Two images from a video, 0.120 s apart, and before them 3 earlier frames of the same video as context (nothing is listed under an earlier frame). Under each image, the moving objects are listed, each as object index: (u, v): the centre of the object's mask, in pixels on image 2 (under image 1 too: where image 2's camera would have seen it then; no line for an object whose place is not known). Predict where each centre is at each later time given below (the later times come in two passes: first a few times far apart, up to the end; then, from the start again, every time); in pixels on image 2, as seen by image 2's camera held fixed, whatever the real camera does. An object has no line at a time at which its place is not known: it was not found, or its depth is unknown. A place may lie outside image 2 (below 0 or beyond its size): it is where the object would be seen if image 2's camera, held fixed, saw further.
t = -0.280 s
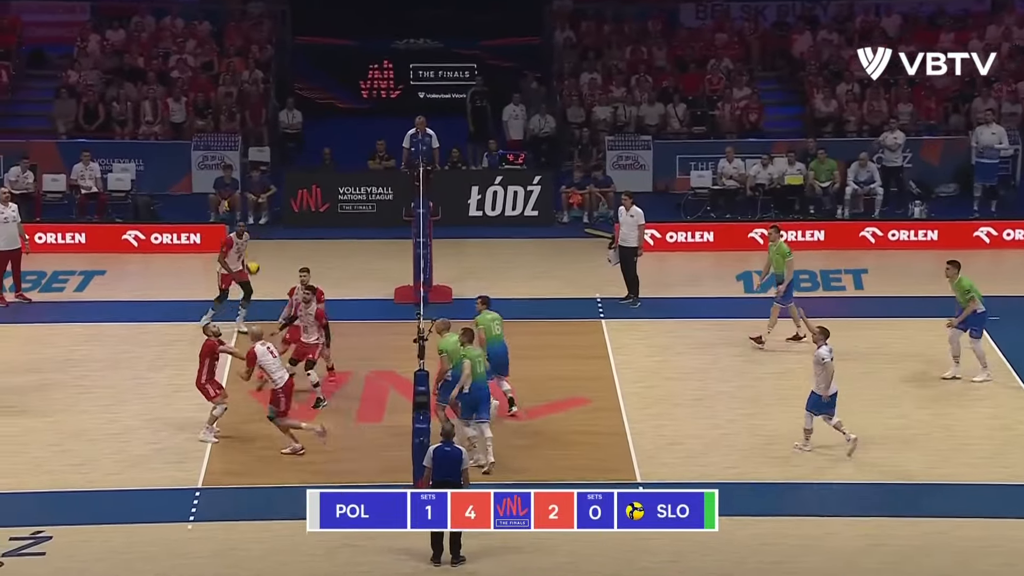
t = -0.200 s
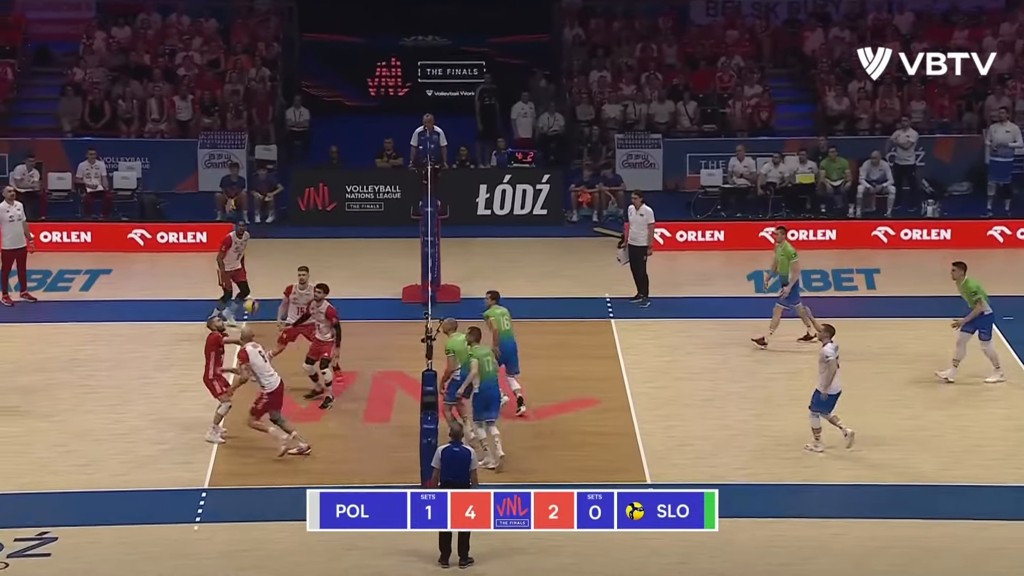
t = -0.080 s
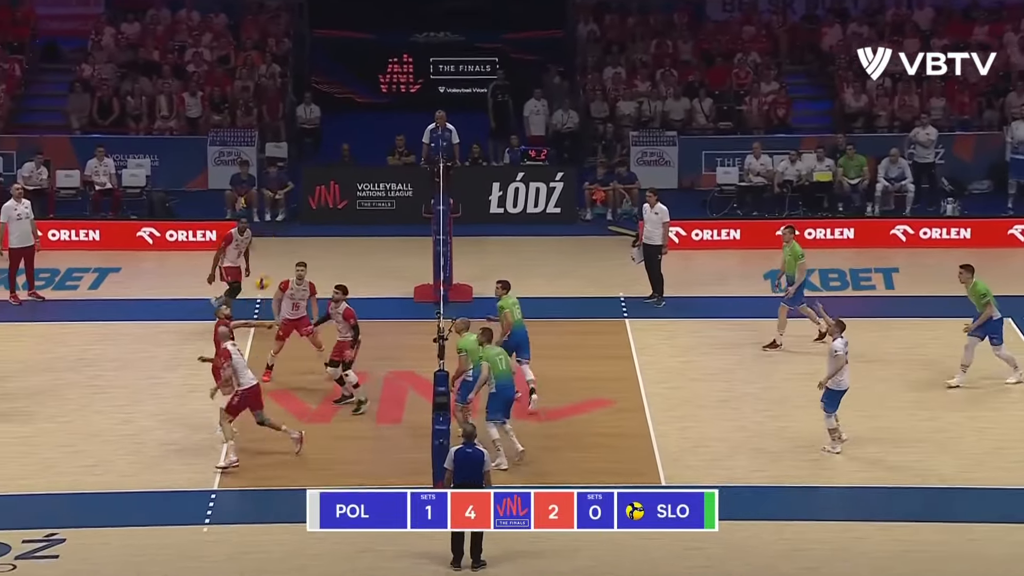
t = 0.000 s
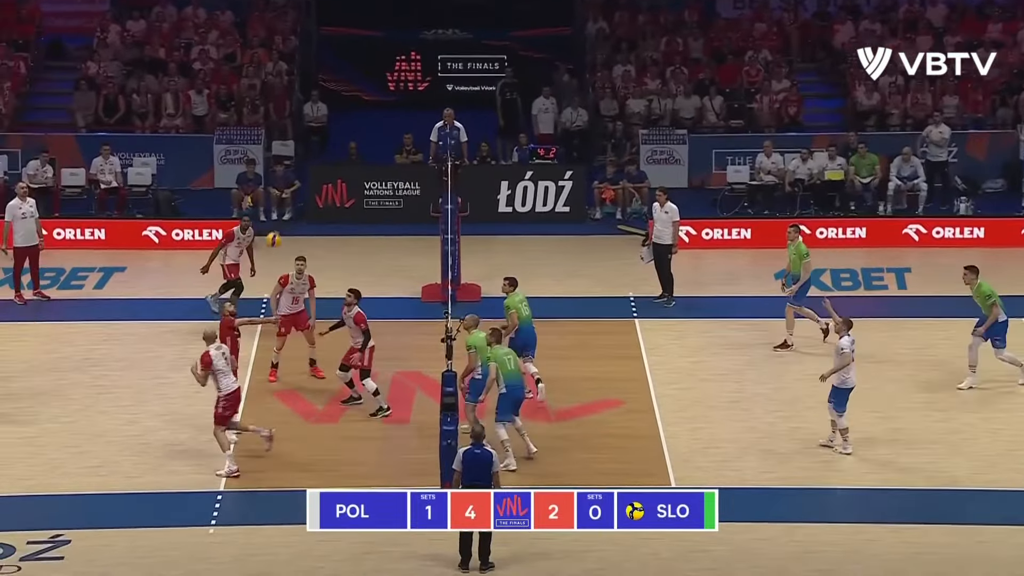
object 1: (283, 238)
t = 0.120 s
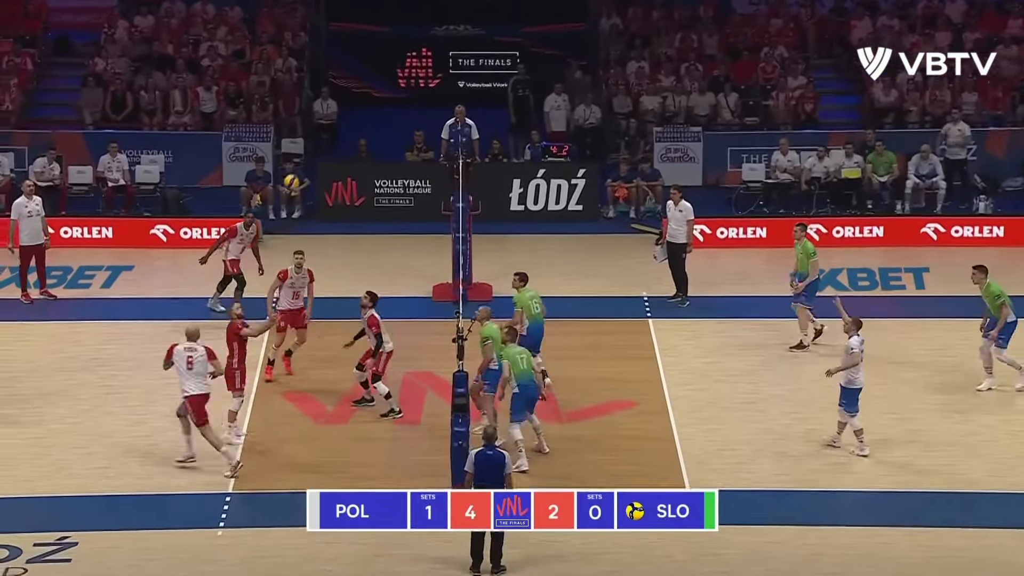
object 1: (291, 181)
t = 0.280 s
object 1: (303, 124)
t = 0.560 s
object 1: (321, 68)
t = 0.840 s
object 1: (340, 69)
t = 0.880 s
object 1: (343, 74)
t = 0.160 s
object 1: (295, 165)
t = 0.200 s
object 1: (298, 151)
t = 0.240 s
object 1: (301, 136)
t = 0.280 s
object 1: (303, 124)
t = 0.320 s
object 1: (305, 113)
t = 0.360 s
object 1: (308, 102)
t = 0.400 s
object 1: (311, 93)
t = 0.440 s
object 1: (313, 85)
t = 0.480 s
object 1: (316, 78)
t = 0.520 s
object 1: (318, 73)
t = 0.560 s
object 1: (321, 68)
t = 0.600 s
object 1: (324, 65)
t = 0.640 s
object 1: (326, 62)
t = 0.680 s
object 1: (329, 61)
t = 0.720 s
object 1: (332, 62)
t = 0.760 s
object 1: (335, 63)
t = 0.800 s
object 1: (337, 66)
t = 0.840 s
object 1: (340, 69)
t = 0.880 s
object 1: (343, 74)
